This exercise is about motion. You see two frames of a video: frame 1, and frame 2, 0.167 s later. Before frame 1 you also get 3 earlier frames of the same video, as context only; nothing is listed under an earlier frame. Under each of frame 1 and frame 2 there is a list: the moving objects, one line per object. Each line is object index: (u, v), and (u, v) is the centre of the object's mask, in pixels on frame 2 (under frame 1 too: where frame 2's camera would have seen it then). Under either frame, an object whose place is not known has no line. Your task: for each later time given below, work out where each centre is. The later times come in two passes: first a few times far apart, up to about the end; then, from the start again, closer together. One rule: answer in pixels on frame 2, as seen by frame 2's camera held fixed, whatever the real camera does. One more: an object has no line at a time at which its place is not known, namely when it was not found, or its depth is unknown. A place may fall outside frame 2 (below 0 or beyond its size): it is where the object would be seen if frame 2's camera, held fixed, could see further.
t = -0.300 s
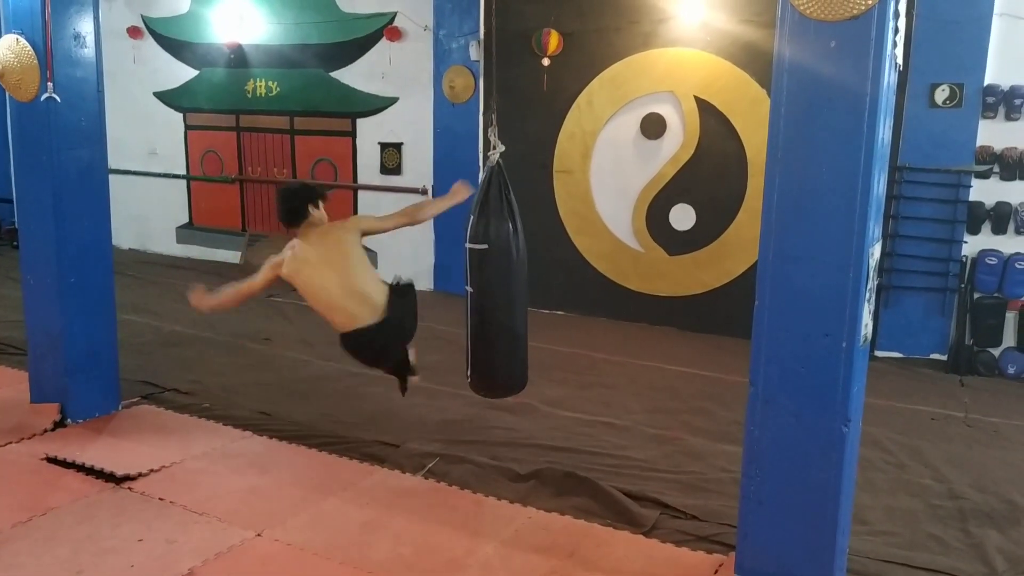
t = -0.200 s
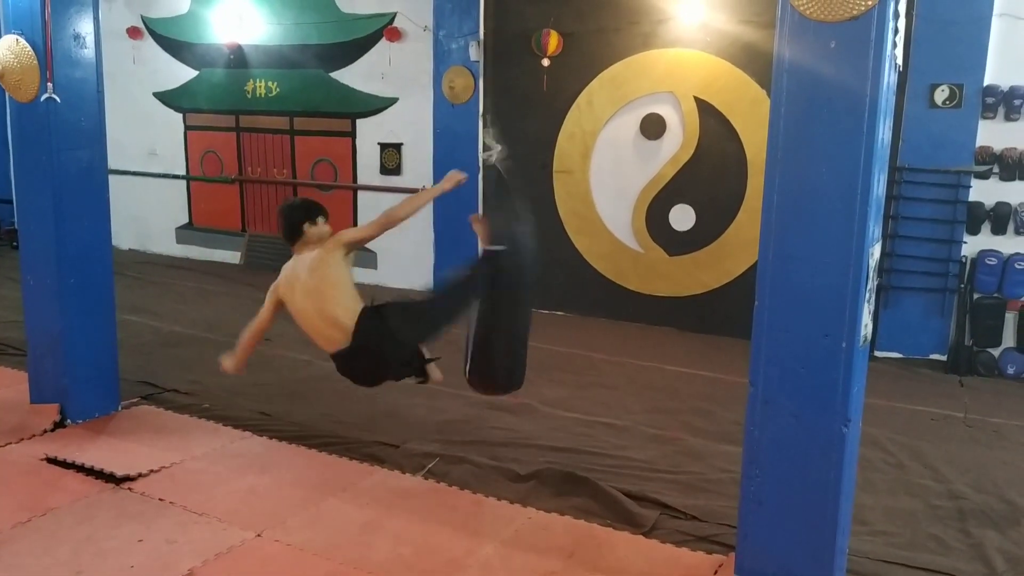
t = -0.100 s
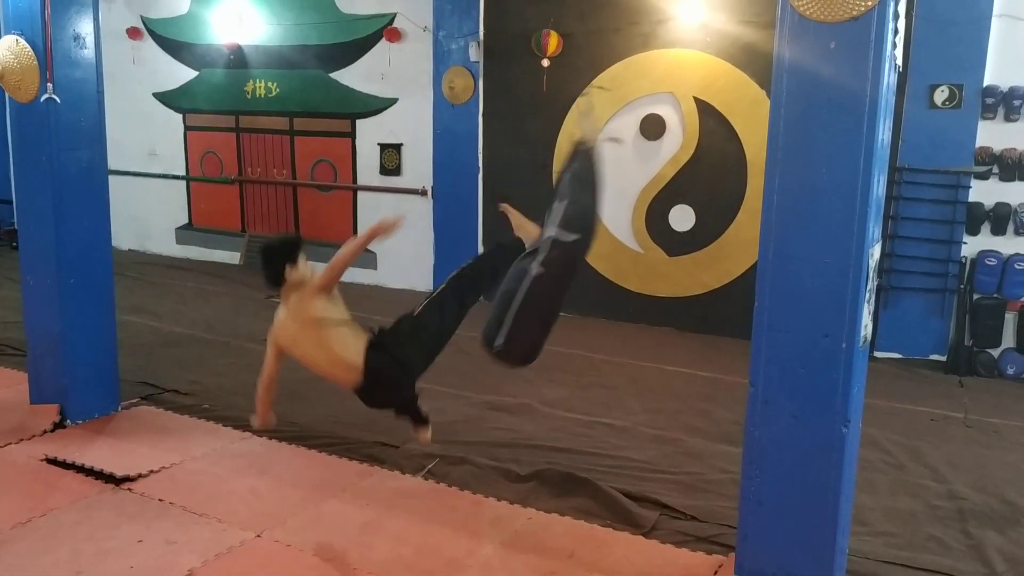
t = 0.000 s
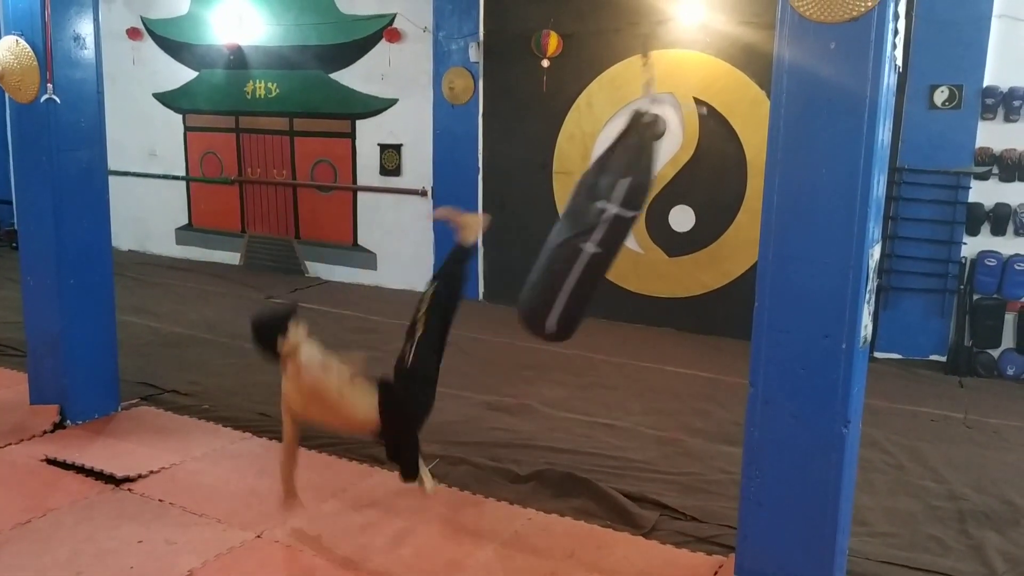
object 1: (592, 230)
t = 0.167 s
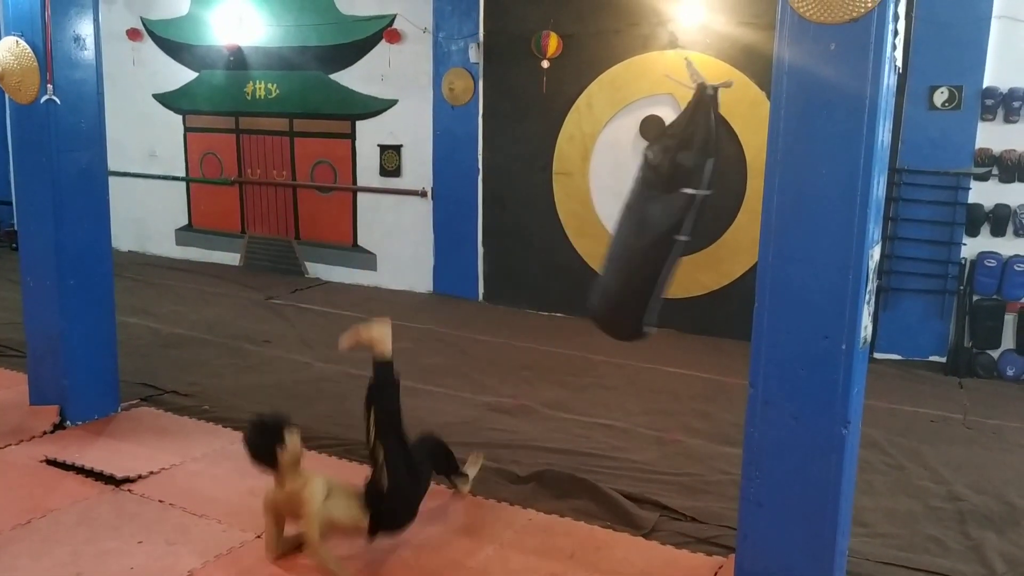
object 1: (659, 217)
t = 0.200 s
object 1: (670, 220)
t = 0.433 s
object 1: (686, 262)
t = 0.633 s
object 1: (617, 281)
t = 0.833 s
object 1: (542, 288)
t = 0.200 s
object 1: (670, 220)
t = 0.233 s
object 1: (681, 223)
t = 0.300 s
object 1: (699, 238)
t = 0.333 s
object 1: (704, 249)
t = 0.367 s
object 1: (702, 258)
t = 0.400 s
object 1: (694, 259)
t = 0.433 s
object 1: (686, 262)
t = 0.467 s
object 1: (678, 269)
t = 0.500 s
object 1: (668, 277)
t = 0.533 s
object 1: (657, 281)
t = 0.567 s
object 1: (645, 283)
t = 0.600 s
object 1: (633, 285)
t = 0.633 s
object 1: (617, 281)
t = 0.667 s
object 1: (606, 288)
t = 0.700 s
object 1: (593, 287)
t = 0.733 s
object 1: (580, 285)
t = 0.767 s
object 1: (568, 287)
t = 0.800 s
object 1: (555, 290)
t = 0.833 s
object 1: (542, 288)
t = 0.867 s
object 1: (529, 288)
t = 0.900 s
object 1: (515, 287)
